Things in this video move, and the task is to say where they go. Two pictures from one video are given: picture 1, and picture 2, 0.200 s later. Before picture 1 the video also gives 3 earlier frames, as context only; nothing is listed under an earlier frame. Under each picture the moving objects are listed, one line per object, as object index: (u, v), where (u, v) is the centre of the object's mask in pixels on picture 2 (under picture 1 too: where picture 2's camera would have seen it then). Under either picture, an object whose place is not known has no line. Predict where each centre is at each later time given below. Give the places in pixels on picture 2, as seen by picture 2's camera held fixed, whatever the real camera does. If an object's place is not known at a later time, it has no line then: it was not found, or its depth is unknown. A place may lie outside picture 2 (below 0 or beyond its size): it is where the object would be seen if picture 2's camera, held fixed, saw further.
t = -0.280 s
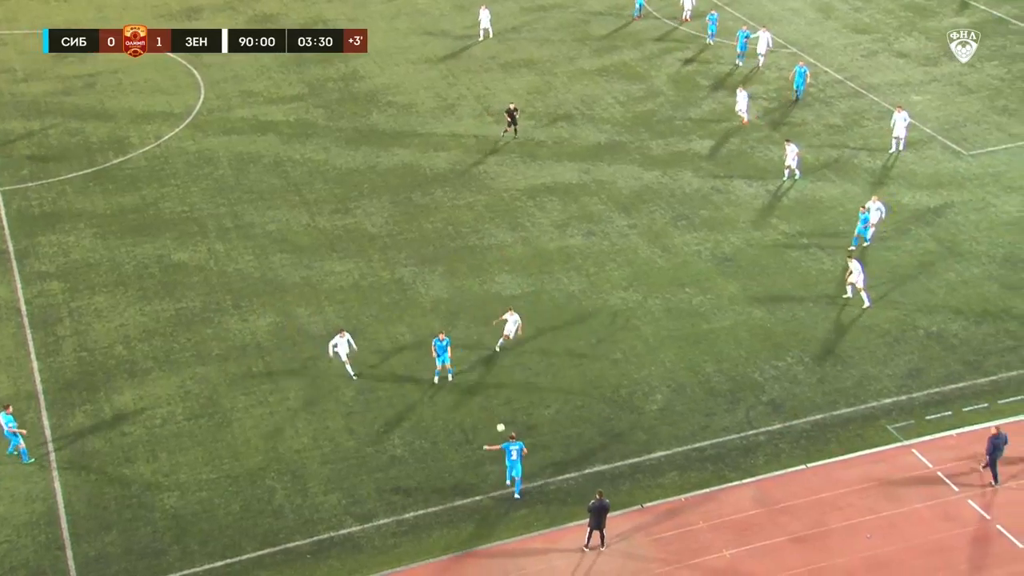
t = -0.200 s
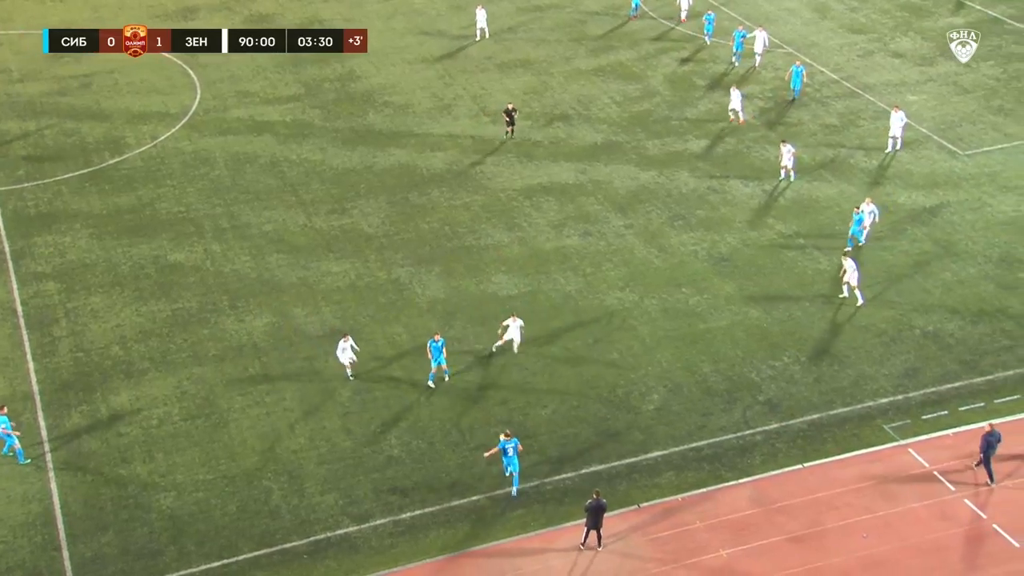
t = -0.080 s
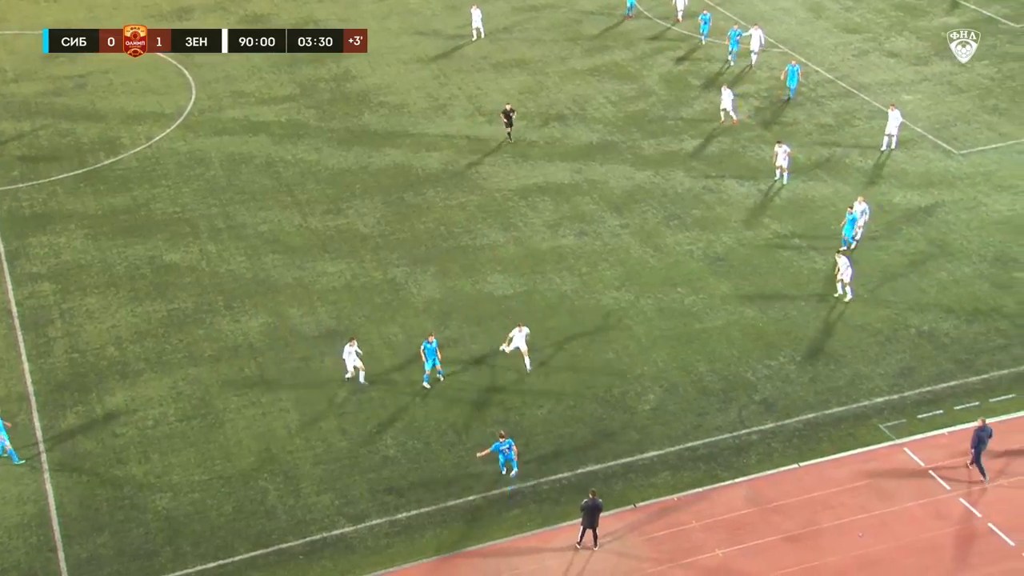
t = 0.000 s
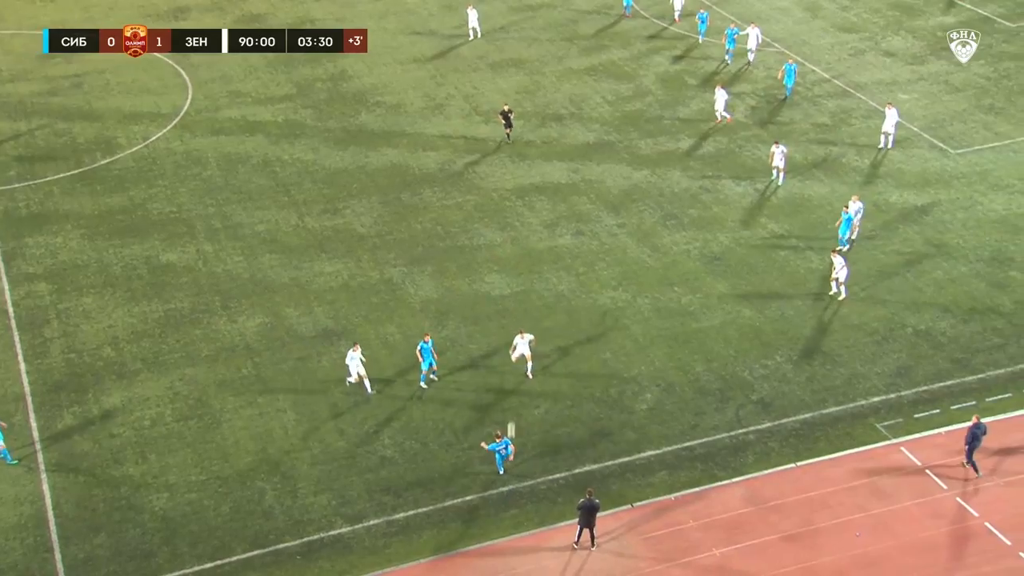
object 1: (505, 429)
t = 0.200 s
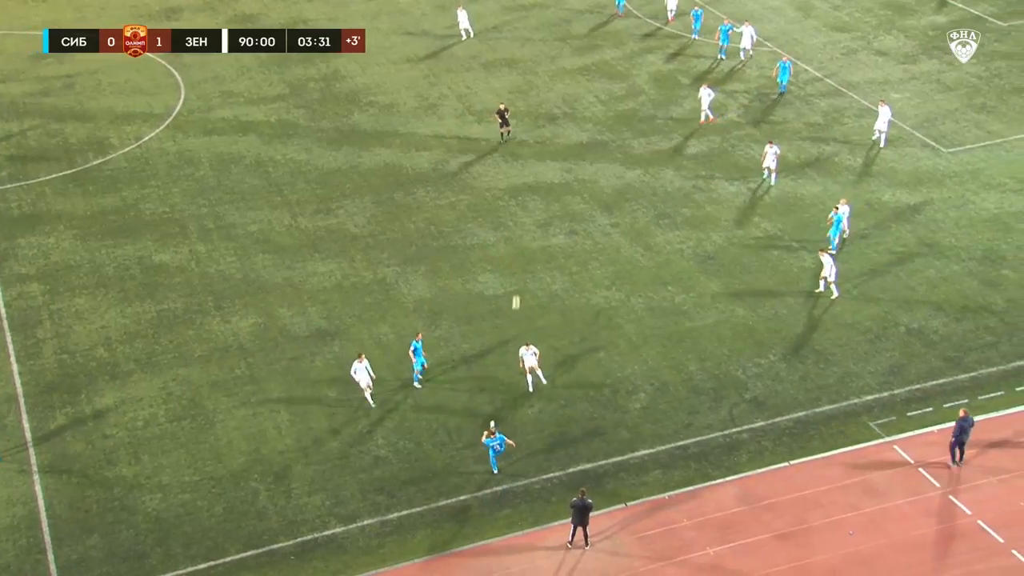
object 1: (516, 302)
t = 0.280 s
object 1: (521, 259)
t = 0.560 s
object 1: (546, 140)
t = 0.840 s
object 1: (574, 60)
